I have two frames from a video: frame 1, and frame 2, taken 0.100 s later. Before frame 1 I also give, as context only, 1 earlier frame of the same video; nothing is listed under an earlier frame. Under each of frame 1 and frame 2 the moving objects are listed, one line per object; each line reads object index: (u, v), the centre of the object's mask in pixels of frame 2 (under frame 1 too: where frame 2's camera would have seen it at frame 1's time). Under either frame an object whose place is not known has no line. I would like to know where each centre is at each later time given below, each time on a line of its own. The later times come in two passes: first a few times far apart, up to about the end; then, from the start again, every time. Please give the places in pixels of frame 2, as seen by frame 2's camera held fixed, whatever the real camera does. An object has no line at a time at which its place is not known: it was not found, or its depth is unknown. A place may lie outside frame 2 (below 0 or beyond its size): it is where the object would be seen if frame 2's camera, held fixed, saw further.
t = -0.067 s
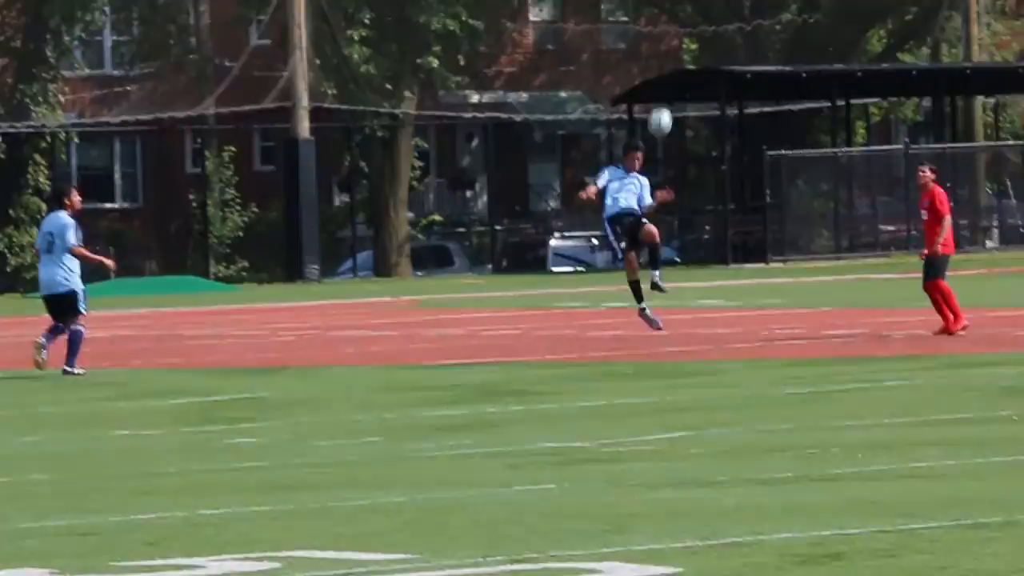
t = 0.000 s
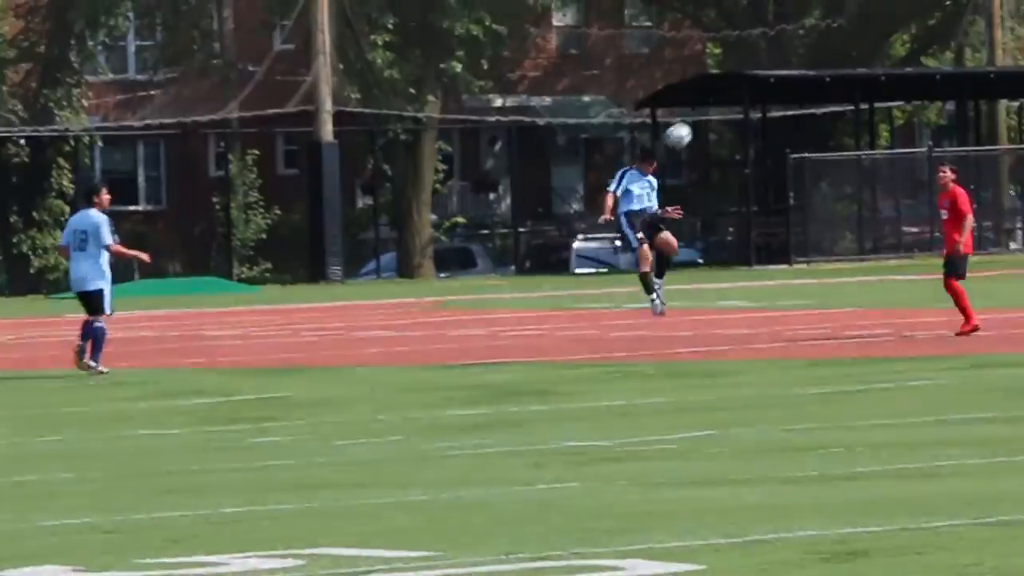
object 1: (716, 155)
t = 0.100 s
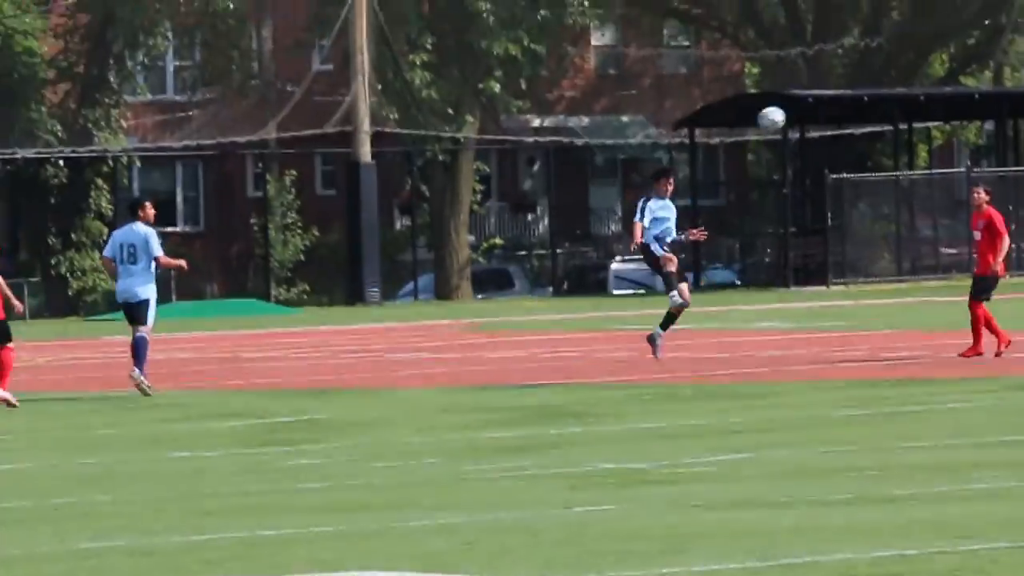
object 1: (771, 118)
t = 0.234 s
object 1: (849, 85)
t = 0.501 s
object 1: (1016, 78)
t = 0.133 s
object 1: (790, 108)
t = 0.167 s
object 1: (809, 100)
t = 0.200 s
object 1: (828, 92)
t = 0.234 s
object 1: (849, 85)
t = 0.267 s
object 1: (867, 80)
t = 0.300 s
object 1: (888, 76)
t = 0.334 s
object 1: (908, 73)
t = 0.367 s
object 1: (929, 71)
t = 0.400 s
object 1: (951, 72)
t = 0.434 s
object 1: (971, 72)
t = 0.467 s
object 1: (994, 73)
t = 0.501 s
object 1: (1016, 78)
